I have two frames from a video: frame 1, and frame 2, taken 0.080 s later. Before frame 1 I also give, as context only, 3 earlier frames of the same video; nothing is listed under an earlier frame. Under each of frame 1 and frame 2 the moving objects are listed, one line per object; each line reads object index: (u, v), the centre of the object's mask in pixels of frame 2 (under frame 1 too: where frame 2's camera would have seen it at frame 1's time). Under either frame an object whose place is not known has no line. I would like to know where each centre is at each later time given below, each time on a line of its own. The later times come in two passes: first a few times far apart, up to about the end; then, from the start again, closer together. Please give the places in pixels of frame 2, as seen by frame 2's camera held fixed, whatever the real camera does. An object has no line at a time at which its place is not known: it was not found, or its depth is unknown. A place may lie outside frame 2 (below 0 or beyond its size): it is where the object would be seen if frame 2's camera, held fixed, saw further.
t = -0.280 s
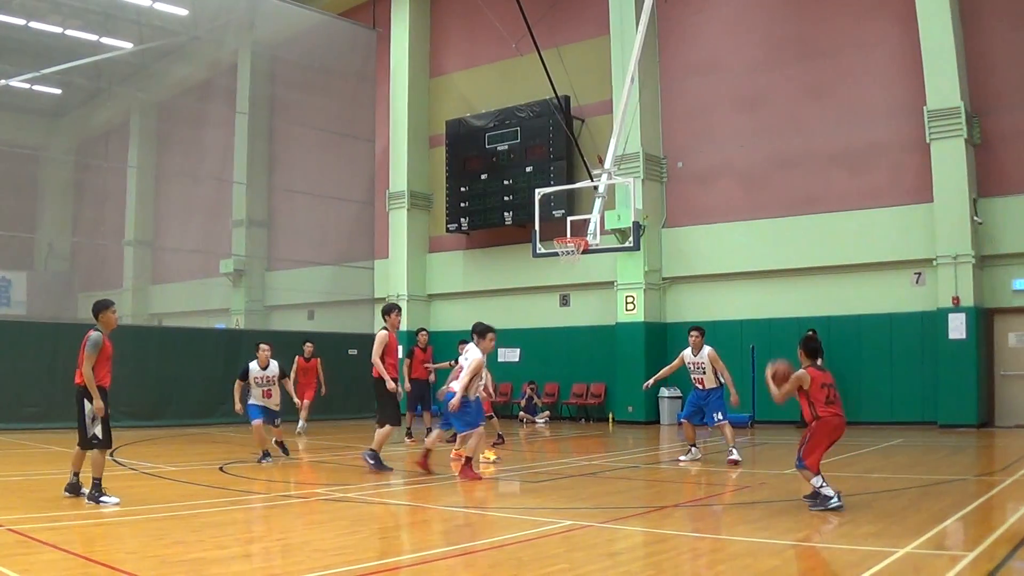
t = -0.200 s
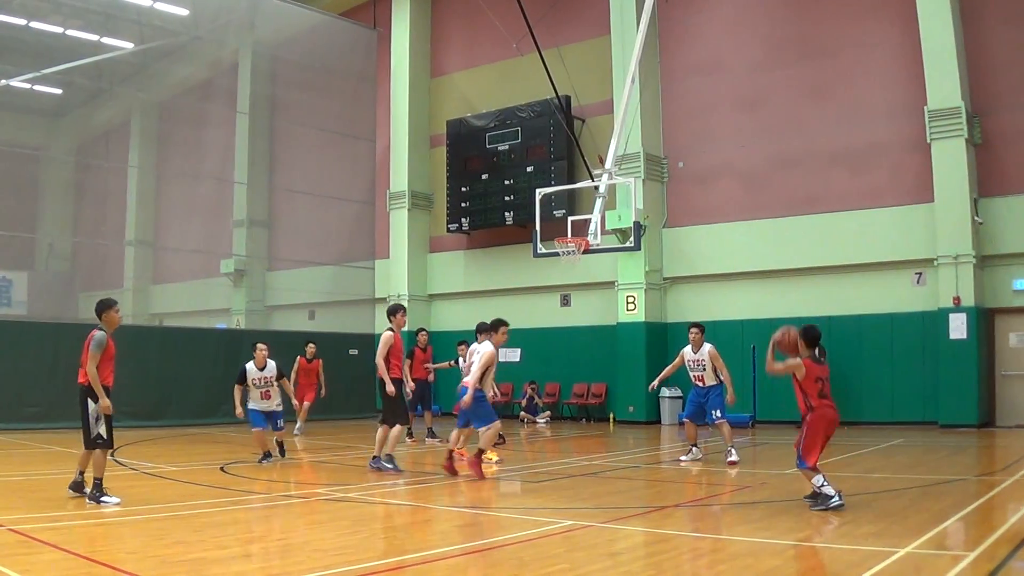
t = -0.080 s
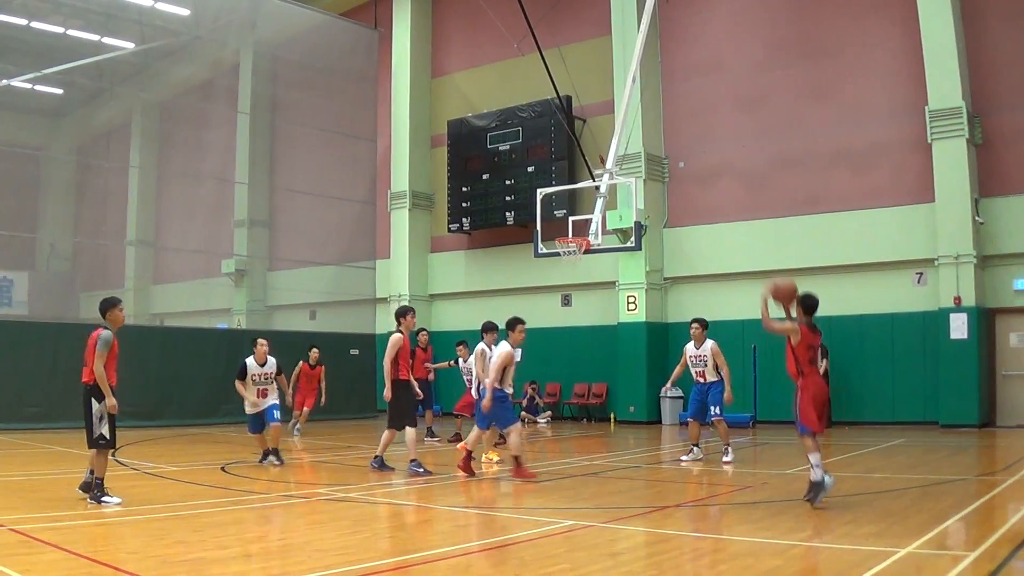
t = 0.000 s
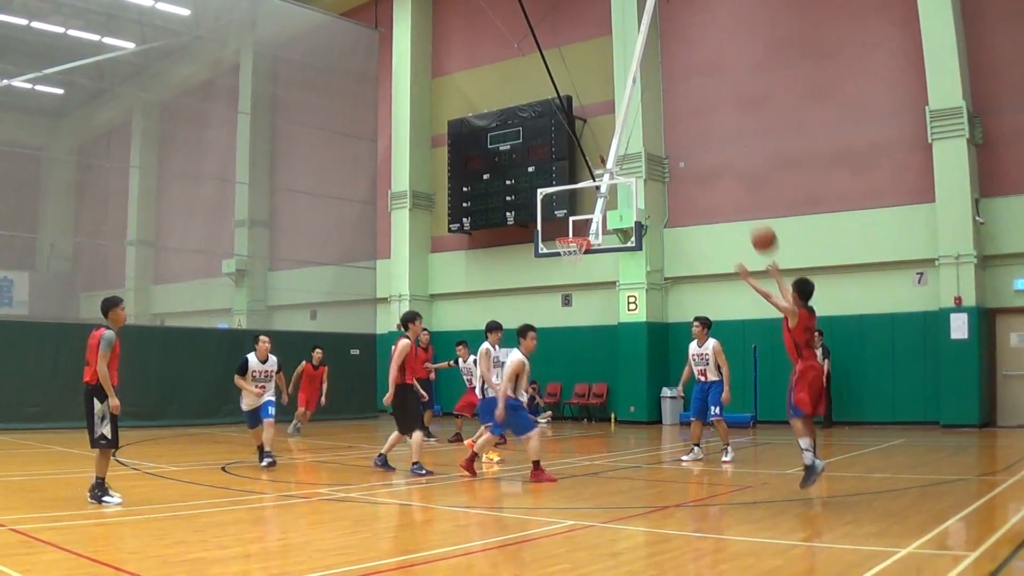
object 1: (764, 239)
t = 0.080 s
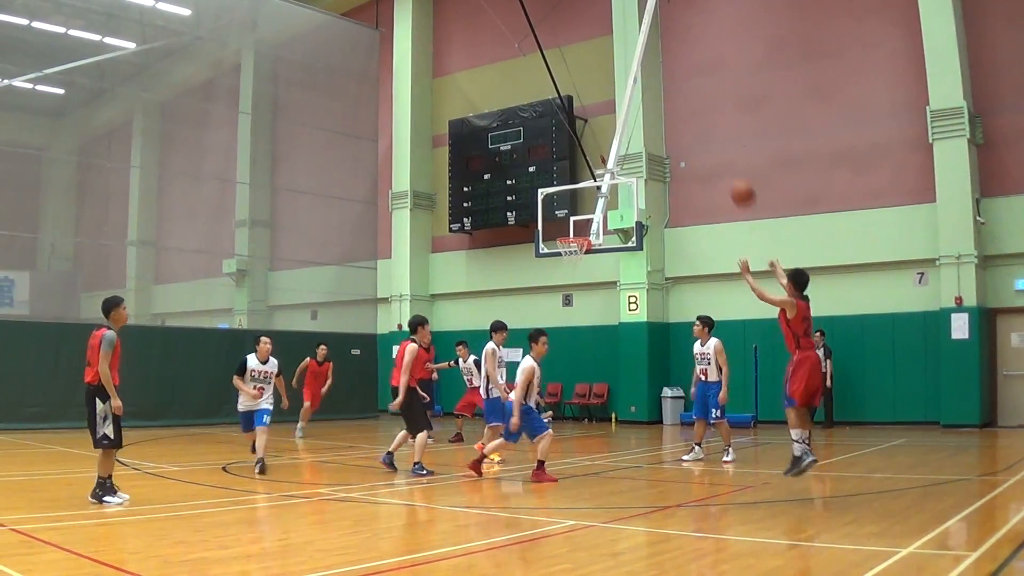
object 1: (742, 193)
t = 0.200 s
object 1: (712, 143)
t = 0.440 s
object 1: (665, 96)
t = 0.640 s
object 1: (635, 97)
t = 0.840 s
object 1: (609, 125)
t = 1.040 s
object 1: (588, 174)
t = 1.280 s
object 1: (568, 220)
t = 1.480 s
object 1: (558, 208)
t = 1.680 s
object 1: (547, 221)
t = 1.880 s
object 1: (537, 258)
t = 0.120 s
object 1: (732, 175)
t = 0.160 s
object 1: (722, 158)
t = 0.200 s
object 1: (712, 143)
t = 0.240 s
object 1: (704, 131)
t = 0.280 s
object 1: (695, 121)
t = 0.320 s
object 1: (687, 112)
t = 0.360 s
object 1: (679, 105)
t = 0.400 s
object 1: (672, 99)
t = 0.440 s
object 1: (665, 96)
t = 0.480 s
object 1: (658, 93)
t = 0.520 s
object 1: (652, 92)
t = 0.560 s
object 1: (646, 93)
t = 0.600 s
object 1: (640, 94)
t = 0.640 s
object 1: (635, 97)
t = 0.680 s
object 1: (629, 100)
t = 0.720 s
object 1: (624, 104)
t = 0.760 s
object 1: (619, 111)
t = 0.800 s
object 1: (614, 117)
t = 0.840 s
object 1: (609, 125)
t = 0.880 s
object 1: (605, 132)
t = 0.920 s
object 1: (601, 142)
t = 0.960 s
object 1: (597, 152)
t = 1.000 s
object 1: (593, 162)
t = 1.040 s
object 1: (588, 174)
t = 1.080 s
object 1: (584, 187)
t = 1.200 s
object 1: (573, 228)
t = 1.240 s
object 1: (571, 226)
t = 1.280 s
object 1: (568, 220)
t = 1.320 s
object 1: (566, 216)
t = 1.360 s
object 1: (564, 212)
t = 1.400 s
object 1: (562, 210)
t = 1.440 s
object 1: (560, 209)
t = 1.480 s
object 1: (558, 208)
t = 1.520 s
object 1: (556, 208)
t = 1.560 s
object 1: (553, 210)
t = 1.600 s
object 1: (551, 212)
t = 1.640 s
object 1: (550, 216)
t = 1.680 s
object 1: (547, 221)
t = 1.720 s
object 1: (545, 226)
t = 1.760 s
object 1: (543, 232)
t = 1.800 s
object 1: (541, 239)
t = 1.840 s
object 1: (539, 248)
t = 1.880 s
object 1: (537, 258)
